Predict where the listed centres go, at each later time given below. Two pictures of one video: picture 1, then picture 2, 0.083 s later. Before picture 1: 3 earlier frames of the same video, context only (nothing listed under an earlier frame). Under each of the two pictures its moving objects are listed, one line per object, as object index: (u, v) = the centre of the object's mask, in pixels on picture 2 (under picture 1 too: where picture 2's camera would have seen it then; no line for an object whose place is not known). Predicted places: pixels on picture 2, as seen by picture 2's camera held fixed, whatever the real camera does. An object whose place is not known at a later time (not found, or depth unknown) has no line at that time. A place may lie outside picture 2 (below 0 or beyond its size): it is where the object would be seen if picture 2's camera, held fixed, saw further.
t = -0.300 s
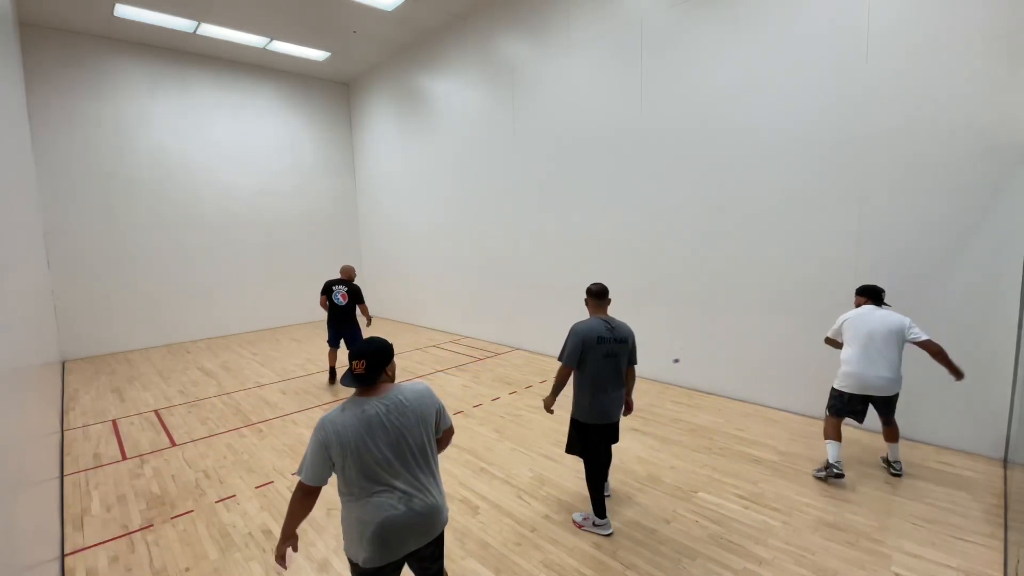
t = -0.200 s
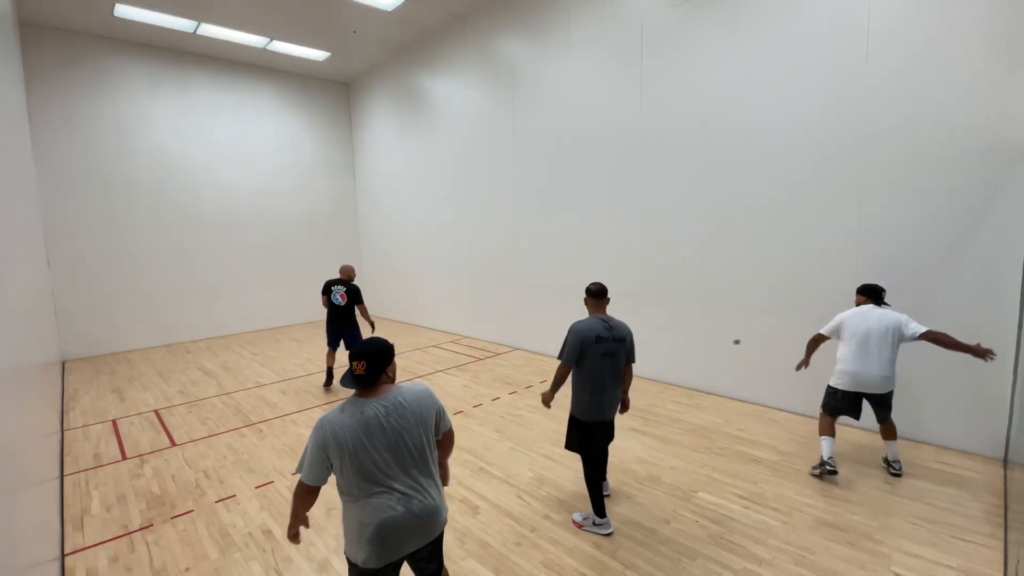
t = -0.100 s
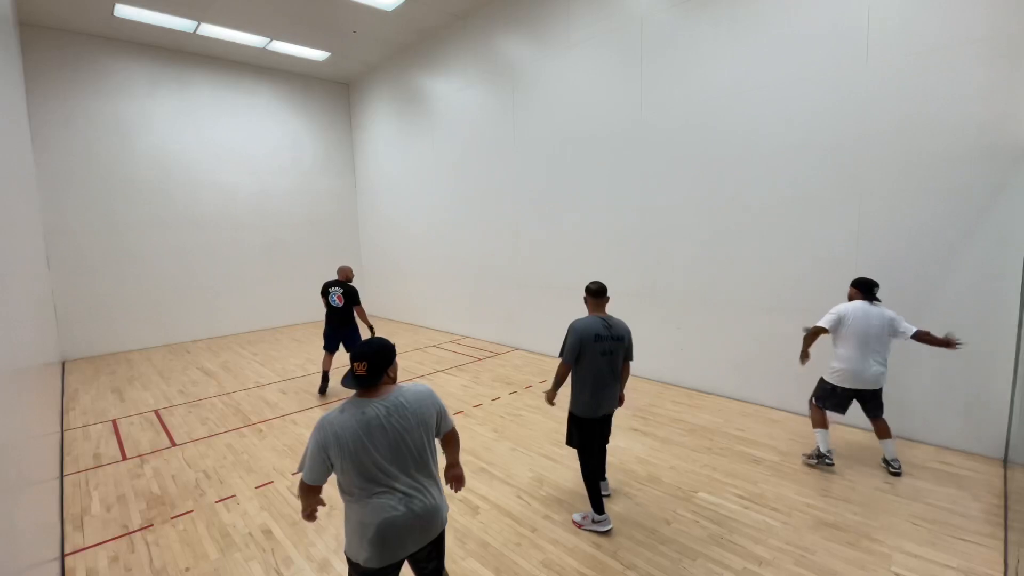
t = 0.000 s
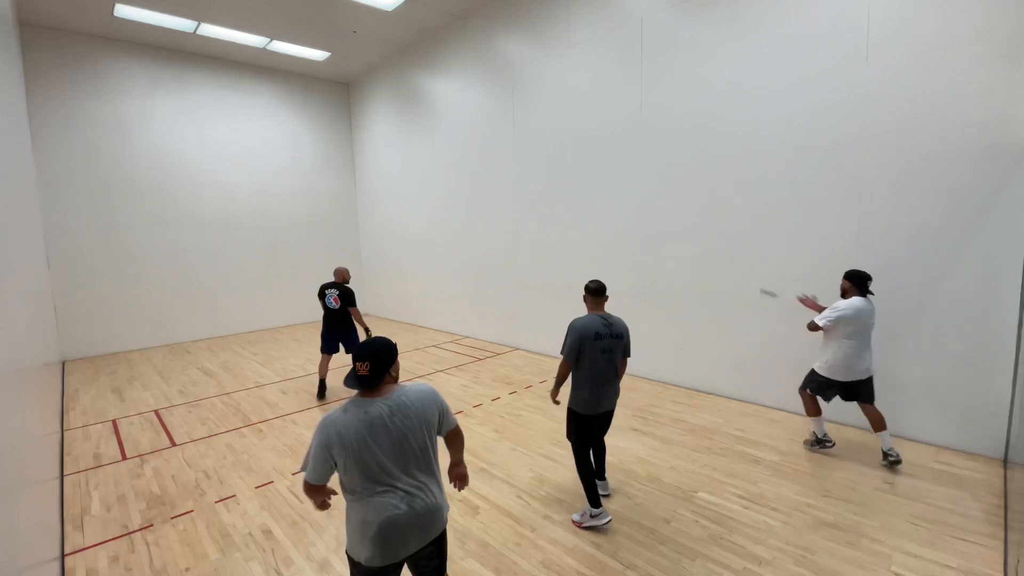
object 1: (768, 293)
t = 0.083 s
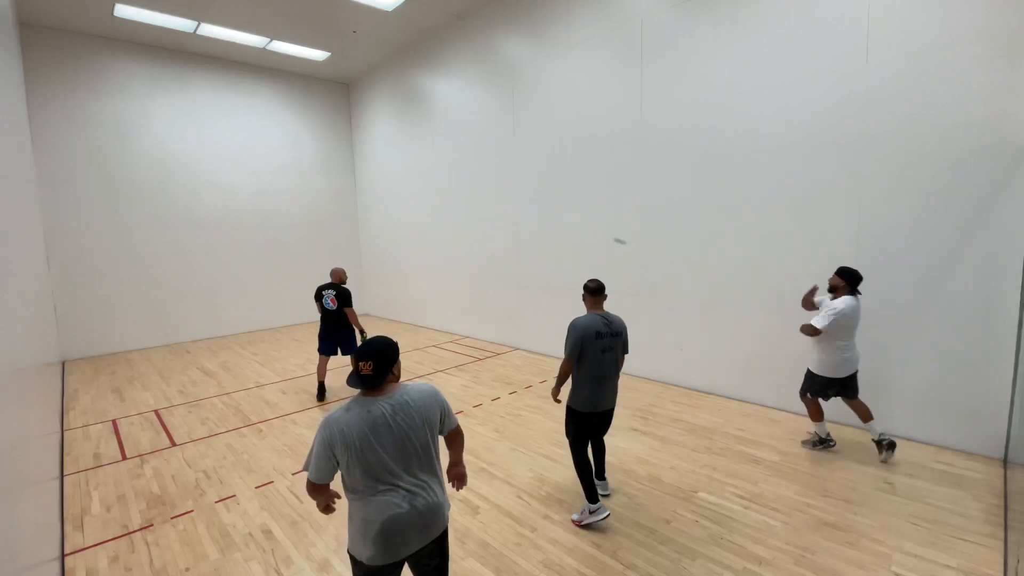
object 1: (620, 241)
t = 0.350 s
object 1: (331, 162)
